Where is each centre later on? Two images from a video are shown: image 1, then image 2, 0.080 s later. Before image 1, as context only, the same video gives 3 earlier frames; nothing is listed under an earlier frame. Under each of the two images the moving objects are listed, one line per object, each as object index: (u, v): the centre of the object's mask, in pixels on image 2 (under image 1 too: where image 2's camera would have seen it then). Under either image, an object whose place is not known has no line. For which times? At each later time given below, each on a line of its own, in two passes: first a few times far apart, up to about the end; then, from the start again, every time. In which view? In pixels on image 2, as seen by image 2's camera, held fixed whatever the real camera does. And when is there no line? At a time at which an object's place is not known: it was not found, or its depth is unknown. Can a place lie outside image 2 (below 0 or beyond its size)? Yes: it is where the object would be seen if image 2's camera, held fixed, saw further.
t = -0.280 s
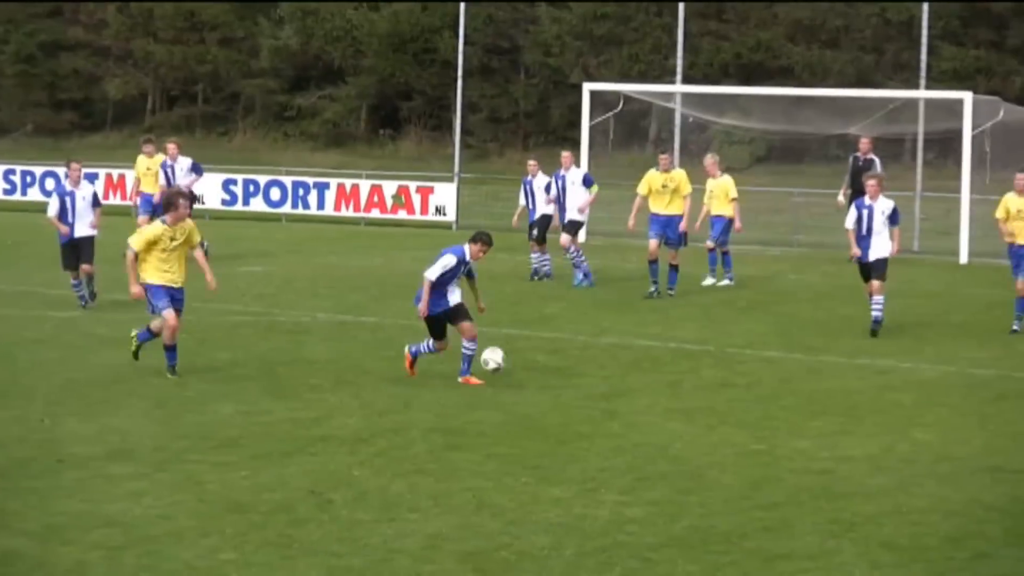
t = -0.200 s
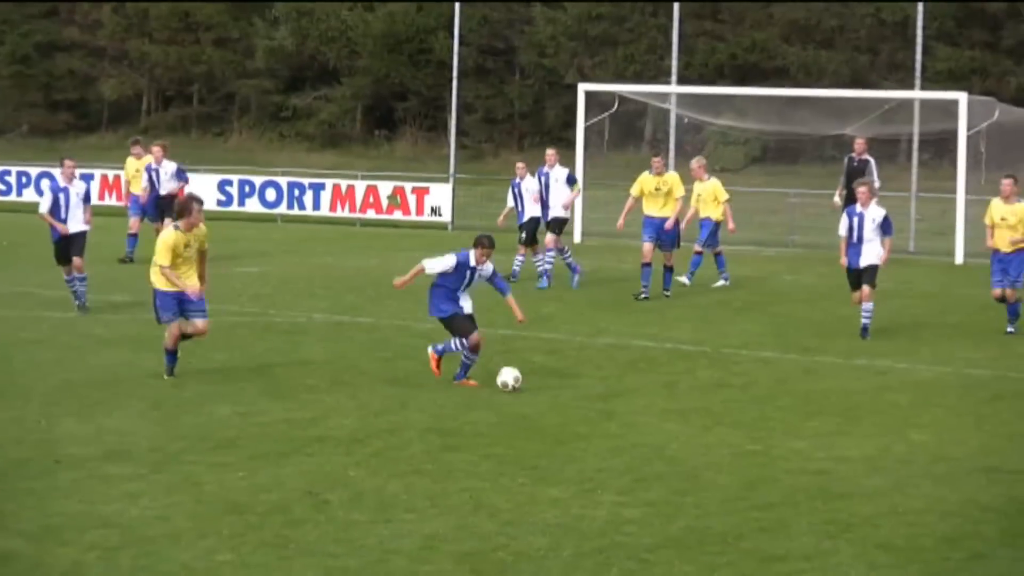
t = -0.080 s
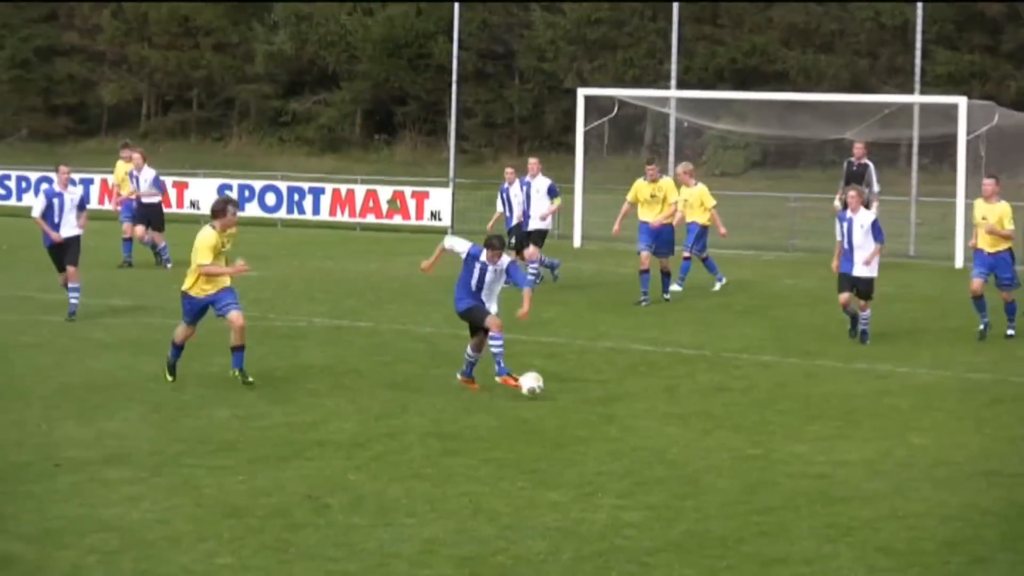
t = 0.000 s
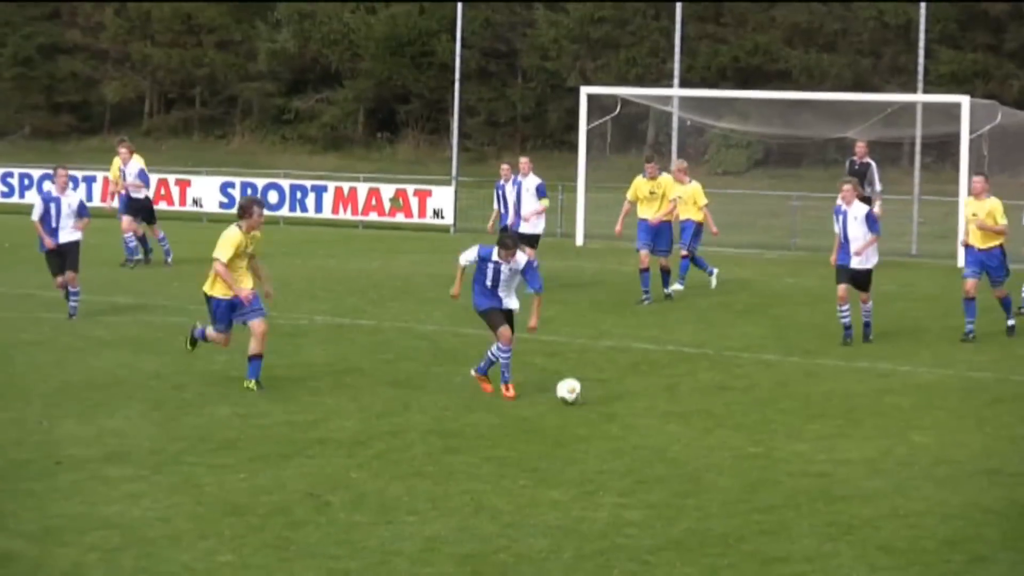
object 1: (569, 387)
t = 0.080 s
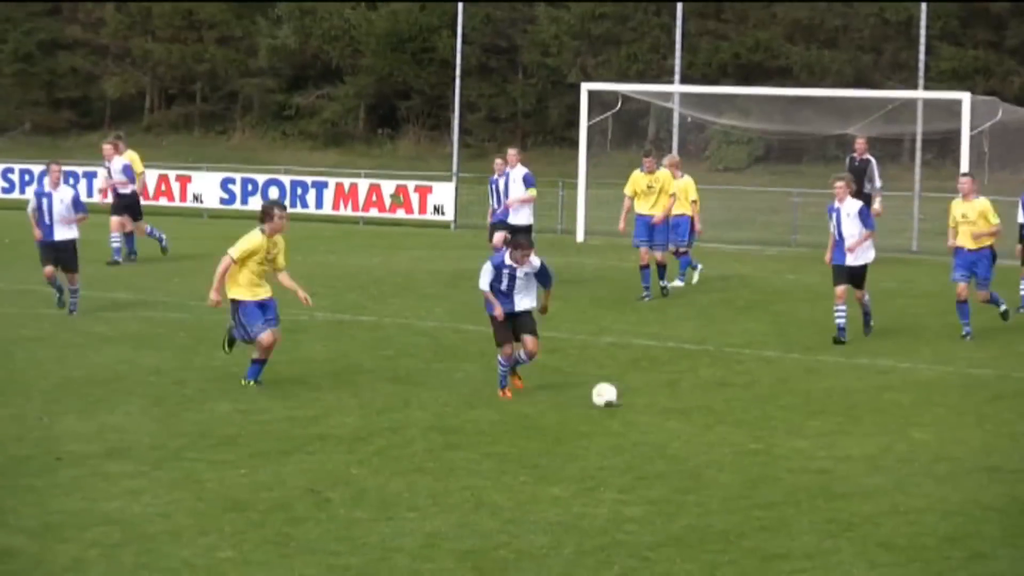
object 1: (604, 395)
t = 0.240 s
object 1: (669, 405)
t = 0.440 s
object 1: (739, 419)
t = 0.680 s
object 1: (800, 435)
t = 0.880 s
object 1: (849, 447)
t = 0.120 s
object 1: (621, 394)
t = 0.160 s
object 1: (636, 396)
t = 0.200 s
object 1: (653, 399)
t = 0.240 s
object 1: (669, 405)
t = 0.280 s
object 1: (686, 411)
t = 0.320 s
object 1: (699, 411)
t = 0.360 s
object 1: (713, 411)
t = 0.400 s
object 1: (726, 414)
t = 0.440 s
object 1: (739, 419)
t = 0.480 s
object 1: (751, 424)
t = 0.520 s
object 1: (762, 424)
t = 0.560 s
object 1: (771, 424)
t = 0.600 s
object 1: (781, 426)
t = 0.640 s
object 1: (791, 430)
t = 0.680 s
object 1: (800, 435)
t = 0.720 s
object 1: (809, 437)
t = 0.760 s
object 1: (819, 437)
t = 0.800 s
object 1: (829, 439)
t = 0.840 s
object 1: (839, 443)
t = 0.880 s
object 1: (849, 447)
